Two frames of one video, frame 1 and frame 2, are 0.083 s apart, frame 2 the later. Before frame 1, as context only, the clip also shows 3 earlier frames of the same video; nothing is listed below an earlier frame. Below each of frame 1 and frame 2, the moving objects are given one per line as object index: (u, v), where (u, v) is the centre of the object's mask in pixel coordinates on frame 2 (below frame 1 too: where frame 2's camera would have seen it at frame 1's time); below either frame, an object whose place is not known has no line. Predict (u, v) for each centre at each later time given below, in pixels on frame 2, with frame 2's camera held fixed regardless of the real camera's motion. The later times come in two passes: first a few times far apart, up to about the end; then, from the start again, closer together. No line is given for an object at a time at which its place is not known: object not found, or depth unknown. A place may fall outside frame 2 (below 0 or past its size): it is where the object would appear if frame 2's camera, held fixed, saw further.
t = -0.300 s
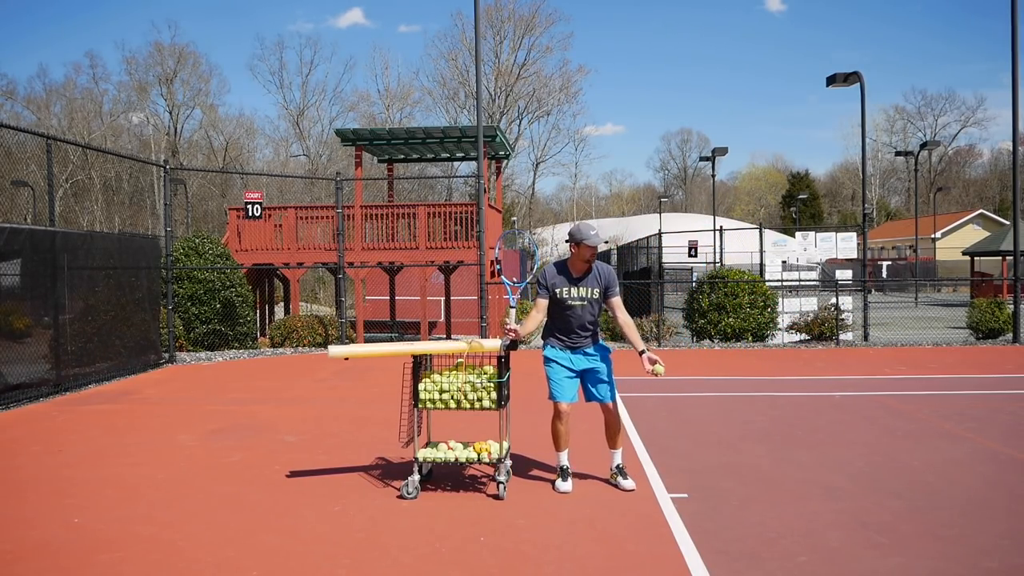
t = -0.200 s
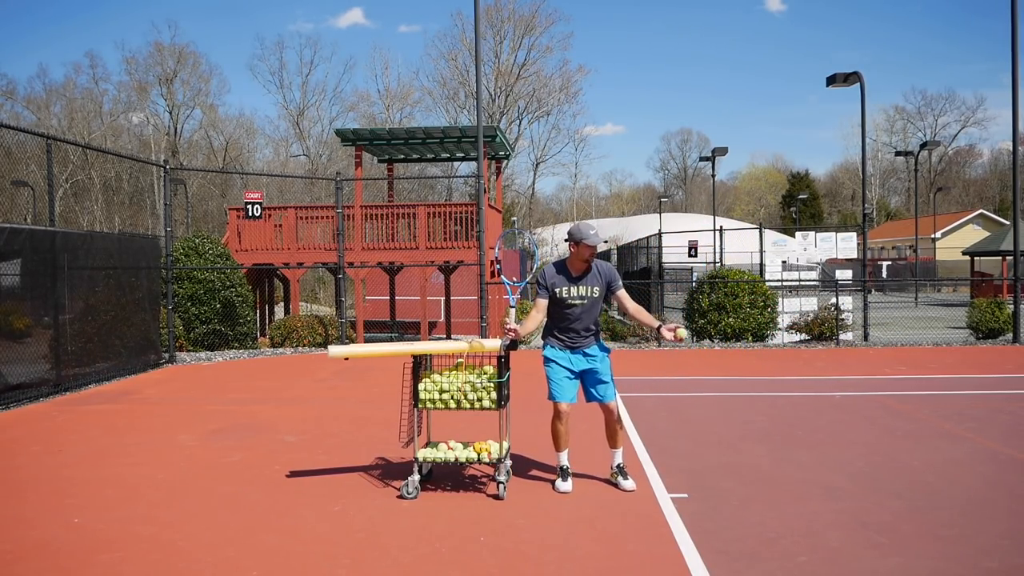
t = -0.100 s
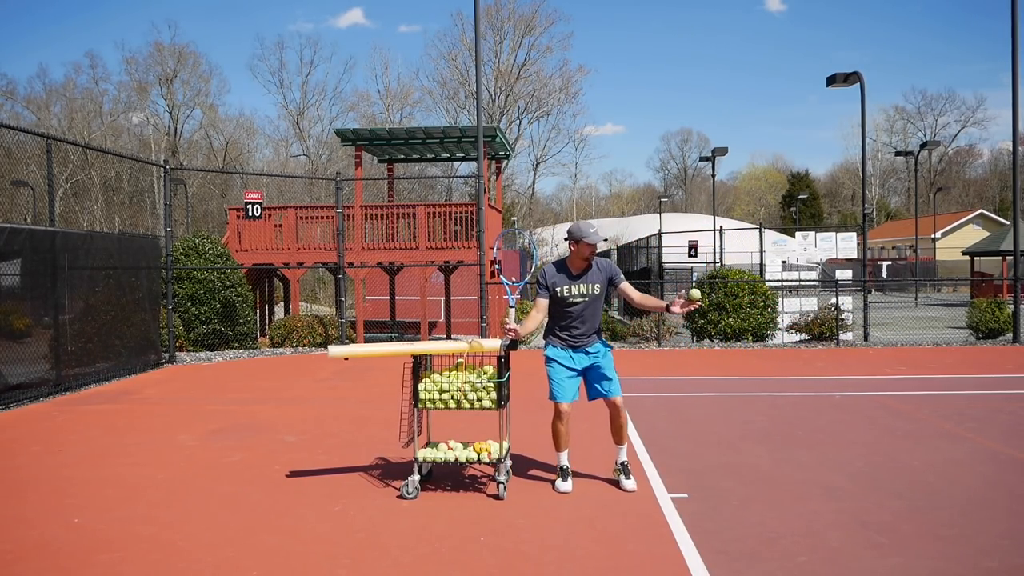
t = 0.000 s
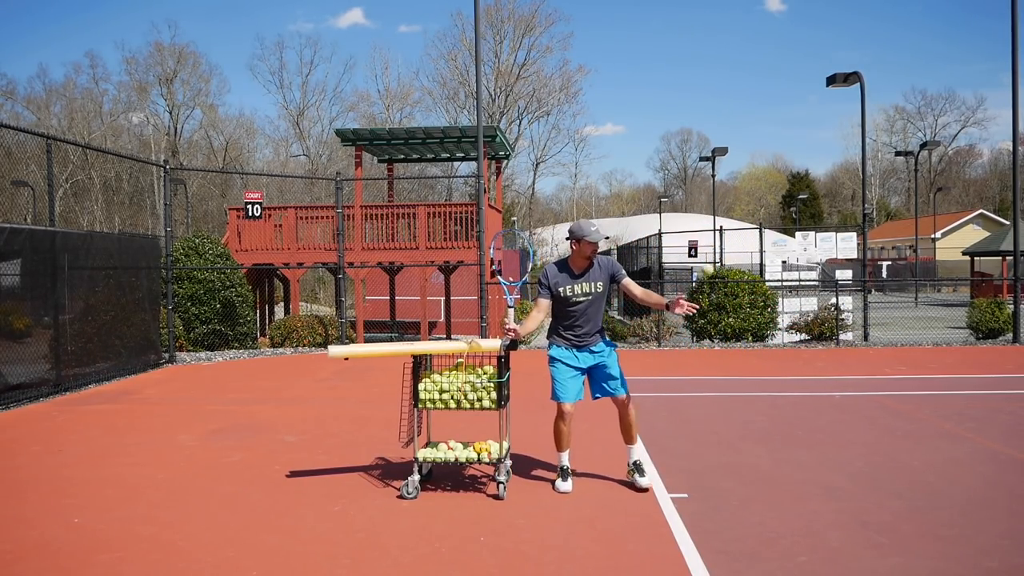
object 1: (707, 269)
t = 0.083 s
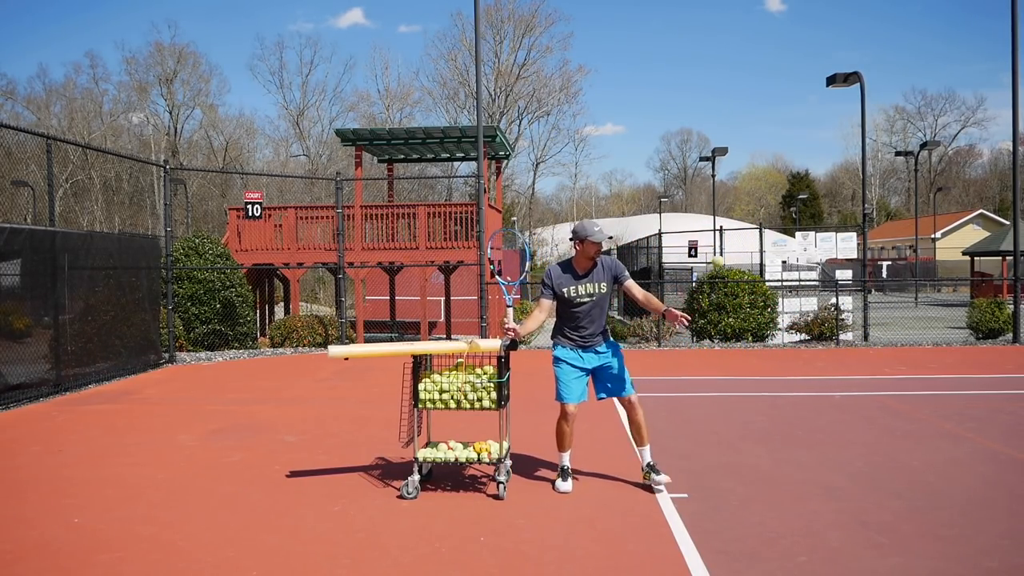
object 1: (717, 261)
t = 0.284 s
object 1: (745, 290)
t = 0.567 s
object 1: (788, 460)
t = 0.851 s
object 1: (830, 412)
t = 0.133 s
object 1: (724, 262)
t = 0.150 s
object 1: (725, 263)
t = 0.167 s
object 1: (728, 264)
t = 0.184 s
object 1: (731, 266)
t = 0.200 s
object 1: (733, 268)
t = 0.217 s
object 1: (736, 272)
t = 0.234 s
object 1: (738, 276)
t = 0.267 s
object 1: (744, 285)
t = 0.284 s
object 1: (745, 290)
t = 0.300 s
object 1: (748, 296)
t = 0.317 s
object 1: (750, 302)
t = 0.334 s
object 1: (753, 309)
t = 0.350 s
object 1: (755, 316)
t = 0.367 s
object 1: (757, 325)
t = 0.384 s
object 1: (760, 333)
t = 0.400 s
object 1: (762, 342)
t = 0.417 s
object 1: (765, 351)
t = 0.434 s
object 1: (767, 361)
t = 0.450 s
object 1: (770, 372)
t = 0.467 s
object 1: (773, 383)
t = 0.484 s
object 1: (775, 394)
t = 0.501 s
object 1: (777, 406)
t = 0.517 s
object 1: (780, 419)
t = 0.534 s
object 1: (783, 432)
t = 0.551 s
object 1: (784, 445)
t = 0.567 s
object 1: (788, 460)
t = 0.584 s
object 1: (790, 475)
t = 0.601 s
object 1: (793, 490)
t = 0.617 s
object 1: (796, 506)
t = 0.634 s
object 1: (798, 523)
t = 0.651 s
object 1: (800, 520)
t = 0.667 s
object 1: (803, 509)
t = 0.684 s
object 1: (805, 498)
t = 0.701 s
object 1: (808, 487)
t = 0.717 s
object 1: (810, 477)
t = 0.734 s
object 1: (813, 467)
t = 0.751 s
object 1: (815, 458)
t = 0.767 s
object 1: (818, 449)
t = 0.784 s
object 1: (820, 441)
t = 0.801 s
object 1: (822, 433)
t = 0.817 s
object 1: (825, 426)
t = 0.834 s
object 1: (828, 419)
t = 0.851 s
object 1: (830, 412)
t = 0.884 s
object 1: (835, 401)
